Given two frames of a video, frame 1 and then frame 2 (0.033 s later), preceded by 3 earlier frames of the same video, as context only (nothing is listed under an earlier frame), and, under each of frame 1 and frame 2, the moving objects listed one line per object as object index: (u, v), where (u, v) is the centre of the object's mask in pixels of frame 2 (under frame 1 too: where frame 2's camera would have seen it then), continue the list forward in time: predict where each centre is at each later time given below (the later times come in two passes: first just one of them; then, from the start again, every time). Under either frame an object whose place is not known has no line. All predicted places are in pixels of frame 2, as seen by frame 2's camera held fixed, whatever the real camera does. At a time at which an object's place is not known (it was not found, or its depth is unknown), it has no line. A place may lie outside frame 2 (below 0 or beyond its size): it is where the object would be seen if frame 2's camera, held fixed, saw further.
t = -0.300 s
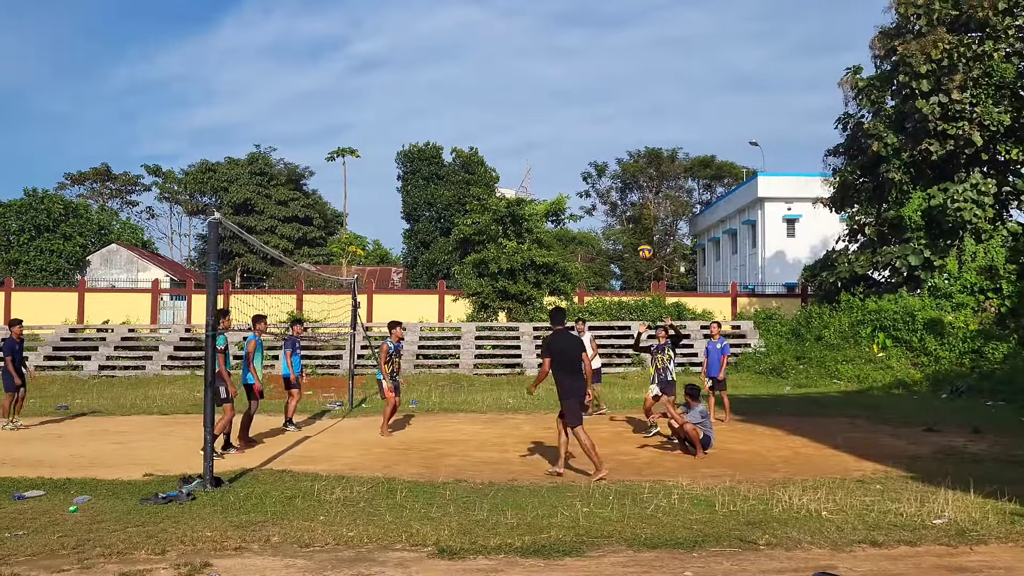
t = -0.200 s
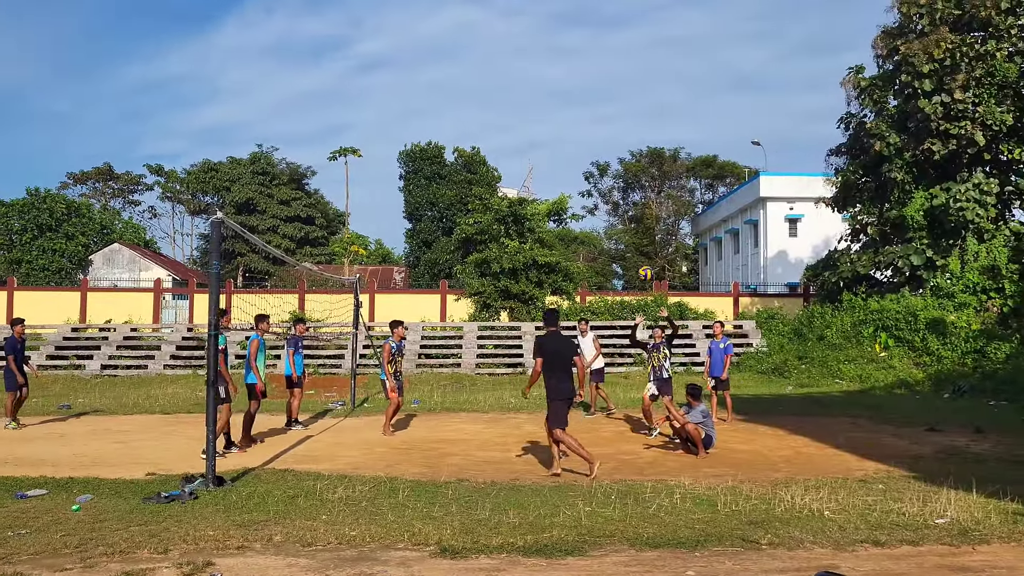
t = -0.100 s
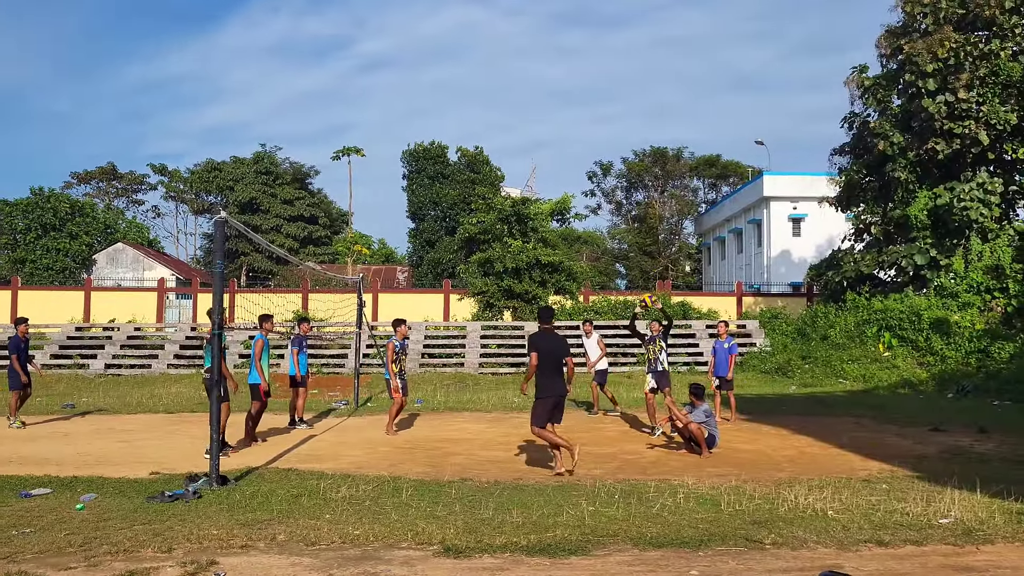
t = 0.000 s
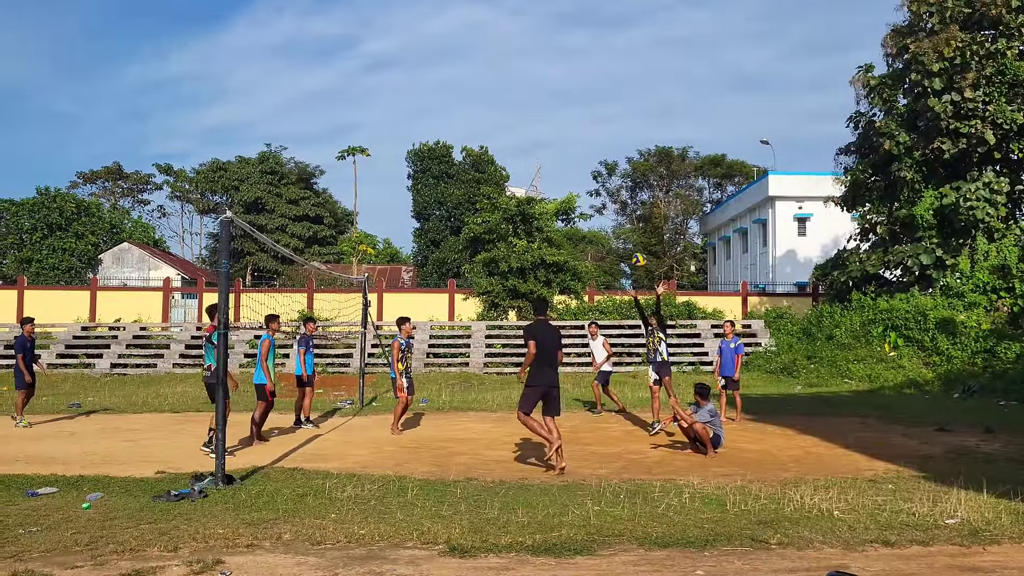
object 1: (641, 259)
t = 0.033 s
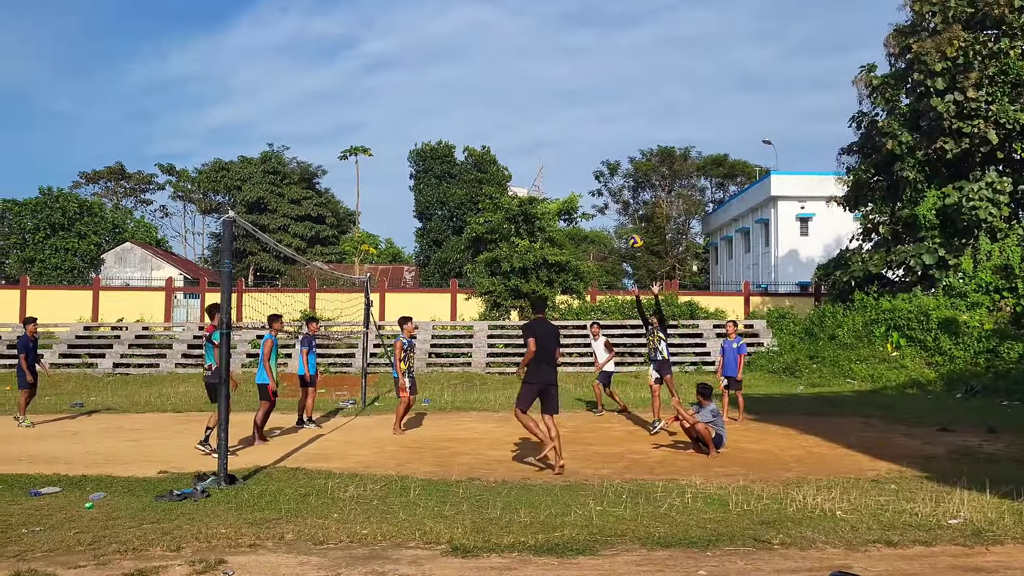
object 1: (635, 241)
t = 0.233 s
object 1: (600, 142)
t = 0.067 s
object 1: (631, 224)
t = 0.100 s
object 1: (625, 207)
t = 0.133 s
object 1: (620, 192)
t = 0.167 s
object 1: (611, 169)
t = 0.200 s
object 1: (607, 155)
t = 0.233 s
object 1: (600, 142)
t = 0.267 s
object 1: (598, 136)
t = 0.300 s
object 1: (592, 125)
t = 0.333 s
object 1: (586, 114)
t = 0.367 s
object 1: (579, 104)
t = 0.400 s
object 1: (573, 94)
